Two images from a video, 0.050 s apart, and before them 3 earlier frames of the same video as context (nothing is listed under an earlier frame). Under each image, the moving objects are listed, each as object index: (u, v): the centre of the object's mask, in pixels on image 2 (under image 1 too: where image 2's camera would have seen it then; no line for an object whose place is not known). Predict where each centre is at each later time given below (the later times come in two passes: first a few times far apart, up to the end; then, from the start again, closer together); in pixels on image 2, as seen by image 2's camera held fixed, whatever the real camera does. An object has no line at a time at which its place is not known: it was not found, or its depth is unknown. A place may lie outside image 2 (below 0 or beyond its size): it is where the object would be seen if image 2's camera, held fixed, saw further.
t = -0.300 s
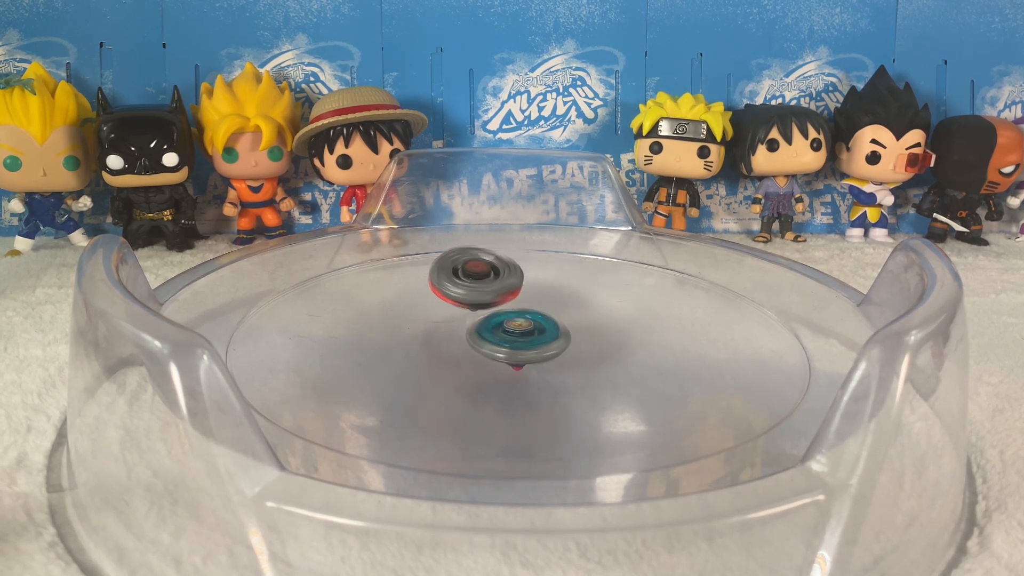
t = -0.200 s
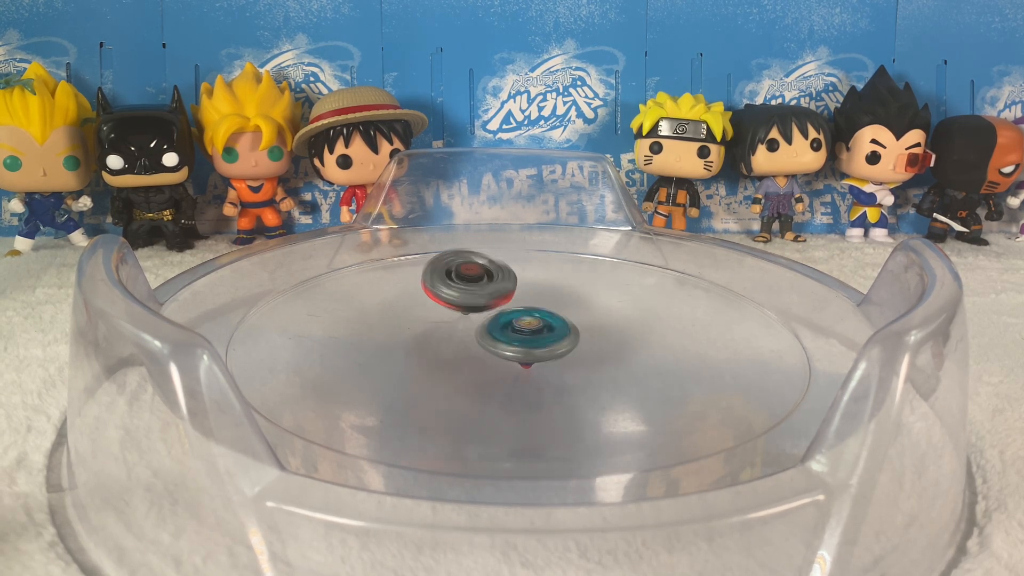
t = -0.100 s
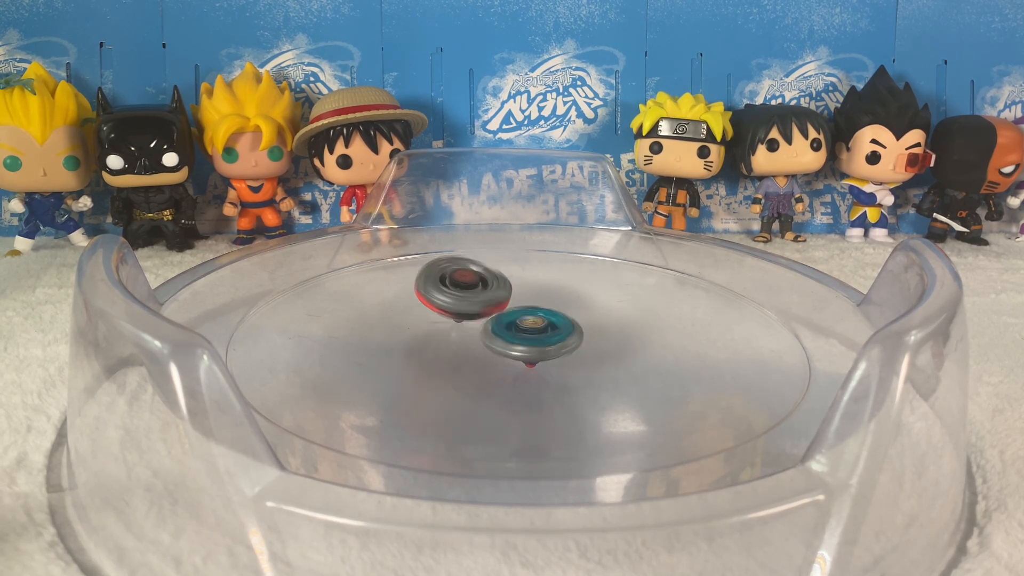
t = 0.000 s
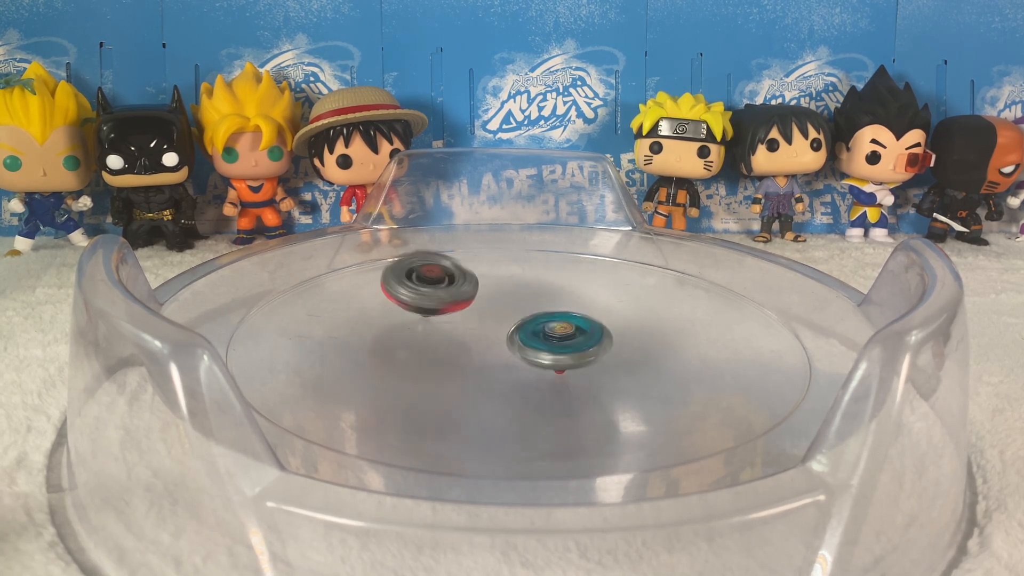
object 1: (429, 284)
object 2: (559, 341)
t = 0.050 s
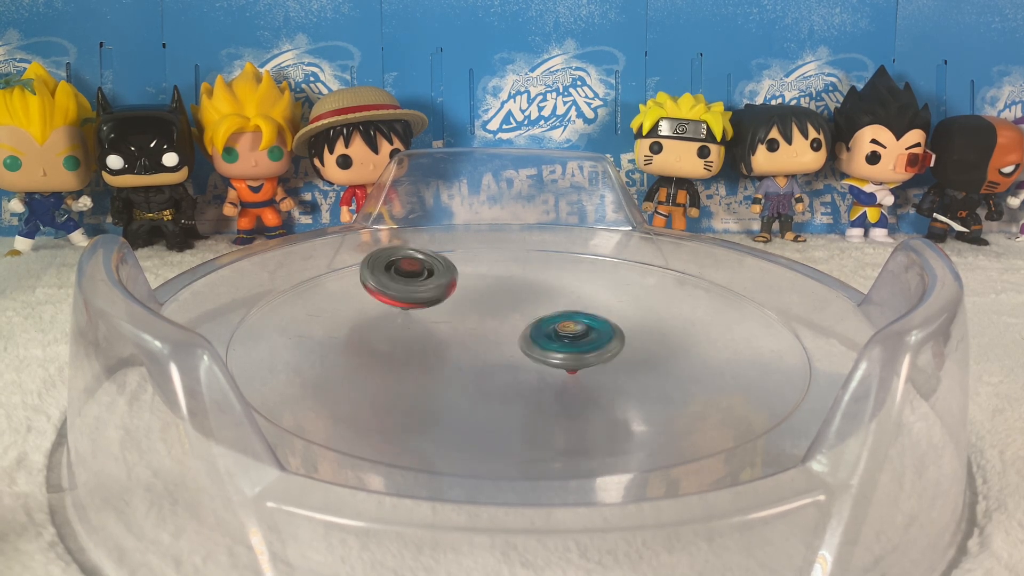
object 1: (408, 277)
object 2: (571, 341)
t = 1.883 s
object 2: (479, 348)
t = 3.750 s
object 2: (562, 348)
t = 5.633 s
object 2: (471, 330)
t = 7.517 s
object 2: (510, 340)
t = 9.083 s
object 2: (506, 337)
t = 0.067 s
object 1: (404, 276)
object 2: (576, 340)
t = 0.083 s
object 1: (402, 275)
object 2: (579, 340)
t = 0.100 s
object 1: (400, 275)
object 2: (583, 340)
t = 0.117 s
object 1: (399, 275)
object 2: (585, 339)
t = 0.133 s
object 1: (399, 275)
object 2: (589, 338)
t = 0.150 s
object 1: (398, 275)
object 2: (590, 337)
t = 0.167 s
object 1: (398, 275)
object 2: (592, 337)
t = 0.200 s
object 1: (399, 276)
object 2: (594, 335)
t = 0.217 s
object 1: (399, 277)
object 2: (595, 335)
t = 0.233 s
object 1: (400, 278)
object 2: (595, 334)
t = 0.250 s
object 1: (401, 279)
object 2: (596, 334)
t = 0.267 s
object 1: (402, 280)
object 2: (596, 333)
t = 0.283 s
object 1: (403, 282)
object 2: (596, 332)
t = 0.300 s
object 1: (405, 283)
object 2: (596, 332)
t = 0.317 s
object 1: (406, 285)
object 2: (595, 332)
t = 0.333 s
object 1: (408, 287)
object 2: (595, 332)
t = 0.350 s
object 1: (409, 289)
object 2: (594, 331)
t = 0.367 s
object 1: (411, 292)
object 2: (593, 331)
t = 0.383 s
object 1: (413, 294)
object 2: (592, 331)
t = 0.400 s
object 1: (415, 297)
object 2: (591, 331)
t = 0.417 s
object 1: (417, 300)
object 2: (590, 331)
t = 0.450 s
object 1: (421, 305)
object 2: (588, 331)
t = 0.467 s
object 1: (422, 308)
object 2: (586, 331)
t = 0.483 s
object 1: (425, 311)
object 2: (584, 331)
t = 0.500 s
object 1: (426, 313)
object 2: (583, 331)
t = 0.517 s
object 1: (428, 316)
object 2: (581, 331)
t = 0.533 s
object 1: (430, 318)
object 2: (580, 331)
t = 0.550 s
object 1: (432, 321)
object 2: (578, 331)
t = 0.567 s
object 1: (434, 324)
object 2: (576, 332)
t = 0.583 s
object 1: (435, 327)
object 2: (575, 333)
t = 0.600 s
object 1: (437, 329)
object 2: (573, 333)
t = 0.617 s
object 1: (438, 331)
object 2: (571, 334)
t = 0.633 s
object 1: (440, 334)
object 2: (569, 334)
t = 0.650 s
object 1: (441, 336)
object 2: (568, 335)
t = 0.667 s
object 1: (443, 339)
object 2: (567, 336)
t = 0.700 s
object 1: (446, 343)
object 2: (563, 337)
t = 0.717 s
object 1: (447, 345)
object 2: (561, 338)
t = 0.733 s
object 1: (448, 347)
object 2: (560, 339)
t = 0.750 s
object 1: (450, 350)
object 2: (559, 339)
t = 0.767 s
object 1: (451, 351)
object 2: (556, 340)
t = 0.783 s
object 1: (453, 353)
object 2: (555, 341)
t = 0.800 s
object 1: (453, 355)
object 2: (553, 342)
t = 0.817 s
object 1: (455, 357)
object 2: (552, 342)
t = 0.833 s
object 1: (457, 359)
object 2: (553, 343)
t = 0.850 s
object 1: (458, 361)
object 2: (550, 344)
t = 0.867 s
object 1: (459, 363)
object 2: (549, 344)
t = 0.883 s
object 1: (460, 364)
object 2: (549, 346)
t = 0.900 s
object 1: (462, 366)
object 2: (548, 346)
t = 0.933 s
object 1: (465, 370)
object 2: (549, 347)
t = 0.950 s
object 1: (466, 371)
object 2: (548, 347)
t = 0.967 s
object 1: (467, 372)
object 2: (549, 349)
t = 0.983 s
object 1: (469, 374)
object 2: (547, 348)
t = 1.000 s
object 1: (465, 376)
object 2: (548, 348)
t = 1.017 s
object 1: (466, 378)
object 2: (546, 349)
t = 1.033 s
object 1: (466, 379)
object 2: (547, 349)
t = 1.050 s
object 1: (465, 381)
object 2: (547, 350)
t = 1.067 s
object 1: (466, 382)
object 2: (545, 350)
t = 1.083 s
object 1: (466, 383)
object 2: (545, 350)
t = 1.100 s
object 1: (468, 384)
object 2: (544, 351)
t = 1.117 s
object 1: (470, 384)
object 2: (544, 350)
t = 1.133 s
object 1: (470, 385)
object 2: (543, 351)
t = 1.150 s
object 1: (473, 386)
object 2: (544, 351)
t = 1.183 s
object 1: (476, 387)
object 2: (542, 350)
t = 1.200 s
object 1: (477, 388)
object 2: (541, 351)
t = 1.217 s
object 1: (478, 388)
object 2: (541, 351)
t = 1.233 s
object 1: (483, 388)
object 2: (541, 350)
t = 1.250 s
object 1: (483, 389)
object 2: (539, 351)
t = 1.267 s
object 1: (486, 389)
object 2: (539, 349)
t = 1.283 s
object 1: (490, 388)
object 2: (539, 350)
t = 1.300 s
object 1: (490, 389)
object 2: (538, 350)
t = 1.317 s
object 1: (495, 389)
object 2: (537, 349)
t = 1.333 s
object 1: (496, 389)
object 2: (537, 349)
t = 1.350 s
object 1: (499, 389)
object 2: (535, 348)
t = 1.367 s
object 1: (503, 389)
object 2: (534, 348)
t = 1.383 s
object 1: (505, 388)
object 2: (534, 348)
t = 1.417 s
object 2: (530, 346)
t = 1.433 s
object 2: (527, 347)
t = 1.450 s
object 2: (524, 346)
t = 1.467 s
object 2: (523, 344)
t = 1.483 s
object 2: (520, 344)
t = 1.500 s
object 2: (516, 344)
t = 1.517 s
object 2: (513, 343)
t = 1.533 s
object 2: (511, 344)
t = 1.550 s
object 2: (509, 343)
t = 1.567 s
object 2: (507, 343)
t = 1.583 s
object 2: (504, 343)
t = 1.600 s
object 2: (501, 343)
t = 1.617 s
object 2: (500, 343)
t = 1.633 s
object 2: (498, 344)
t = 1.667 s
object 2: (493, 344)
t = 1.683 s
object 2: (492, 345)
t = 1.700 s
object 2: (489, 345)
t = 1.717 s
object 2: (489, 345)
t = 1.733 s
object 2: (488, 346)
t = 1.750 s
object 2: (484, 346)
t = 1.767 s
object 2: (484, 346)
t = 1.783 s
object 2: (483, 346)
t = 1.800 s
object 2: (480, 346)
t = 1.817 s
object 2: (480, 347)
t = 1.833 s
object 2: (480, 347)
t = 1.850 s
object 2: (479, 348)
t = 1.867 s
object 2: (478, 348)
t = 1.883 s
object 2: (479, 348)
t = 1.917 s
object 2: (478, 348)
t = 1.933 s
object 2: (479, 349)
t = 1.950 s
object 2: (478, 349)
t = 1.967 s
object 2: (478, 349)
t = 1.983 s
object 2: (479, 349)
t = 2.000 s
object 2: (479, 350)
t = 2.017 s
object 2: (478, 350)
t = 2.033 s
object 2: (479, 350)
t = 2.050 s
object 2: (480, 350)
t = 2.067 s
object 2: (480, 350)
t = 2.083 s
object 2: (480, 350)
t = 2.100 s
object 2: (481, 350)
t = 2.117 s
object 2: (482, 351)
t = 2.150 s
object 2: (483, 350)
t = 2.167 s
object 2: (484, 351)
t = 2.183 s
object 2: (484, 350)
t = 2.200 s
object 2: (486, 350)
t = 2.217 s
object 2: (486, 350)
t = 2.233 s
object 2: (486, 350)
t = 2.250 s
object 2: (487, 350)
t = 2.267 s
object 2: (489, 350)
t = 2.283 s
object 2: (489, 349)
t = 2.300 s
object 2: (490, 349)
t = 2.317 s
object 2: (490, 349)
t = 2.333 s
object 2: (491, 349)
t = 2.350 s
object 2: (492, 348)
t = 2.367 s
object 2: (492, 347)
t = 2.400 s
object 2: (494, 347)
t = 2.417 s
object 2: (494, 346)
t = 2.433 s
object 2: (495, 346)
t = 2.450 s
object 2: (496, 345)
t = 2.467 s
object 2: (496, 345)
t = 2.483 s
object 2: (497, 344)
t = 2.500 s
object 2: (498, 344)
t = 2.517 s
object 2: (498, 343)
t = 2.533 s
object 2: (499, 343)
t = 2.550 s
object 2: (500, 342)
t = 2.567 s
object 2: (501, 342)
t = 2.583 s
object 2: (501, 341)
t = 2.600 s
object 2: (501, 341)
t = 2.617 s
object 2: (503, 340)
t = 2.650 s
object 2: (503, 339)
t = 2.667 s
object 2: (504, 338)
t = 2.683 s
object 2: (503, 339)
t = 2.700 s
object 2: (500, 341)
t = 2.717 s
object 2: (498, 341)
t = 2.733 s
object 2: (498, 341)
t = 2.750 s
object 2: (498, 341)
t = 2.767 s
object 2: (498, 342)
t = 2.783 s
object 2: (498, 341)
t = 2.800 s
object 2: (499, 341)
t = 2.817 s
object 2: (500, 342)
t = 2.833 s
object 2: (499, 342)
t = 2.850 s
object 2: (499, 341)
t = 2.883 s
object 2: (501, 342)
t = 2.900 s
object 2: (501, 342)
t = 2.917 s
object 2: (501, 341)
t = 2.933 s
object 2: (503, 342)
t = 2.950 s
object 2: (503, 342)
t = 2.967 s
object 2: (503, 341)
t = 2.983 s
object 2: (503, 341)
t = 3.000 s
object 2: (505, 341)
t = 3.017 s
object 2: (505, 342)
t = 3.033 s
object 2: (506, 341)
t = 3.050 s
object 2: (505, 341)
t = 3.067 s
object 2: (507, 341)
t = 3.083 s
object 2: (508, 341)
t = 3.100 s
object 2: (507, 341)
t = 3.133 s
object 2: (509, 341)
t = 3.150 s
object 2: (510, 344)
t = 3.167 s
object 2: (510, 347)
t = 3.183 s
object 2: (512, 352)
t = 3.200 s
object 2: (518, 355)
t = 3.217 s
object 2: (522, 357)
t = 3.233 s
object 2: (526, 361)
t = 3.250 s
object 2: (529, 361)
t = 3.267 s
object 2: (532, 362)
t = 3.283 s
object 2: (535, 362)
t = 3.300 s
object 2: (539, 363)
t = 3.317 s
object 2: (542, 363)
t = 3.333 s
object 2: (545, 363)
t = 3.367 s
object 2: (552, 362)
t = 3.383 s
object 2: (554, 362)
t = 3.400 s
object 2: (556, 362)
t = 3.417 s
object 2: (559, 361)
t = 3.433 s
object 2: (560, 360)
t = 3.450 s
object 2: (563, 359)
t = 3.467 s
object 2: (564, 359)
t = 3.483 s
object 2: (565, 358)
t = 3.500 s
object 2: (566, 357)
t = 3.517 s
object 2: (567, 357)
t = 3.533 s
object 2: (568, 356)
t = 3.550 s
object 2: (568, 355)
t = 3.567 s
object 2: (568, 355)
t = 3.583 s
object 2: (568, 354)
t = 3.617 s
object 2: (568, 352)
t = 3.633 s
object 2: (568, 352)
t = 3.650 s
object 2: (568, 352)
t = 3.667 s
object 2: (567, 351)
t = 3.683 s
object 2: (566, 350)
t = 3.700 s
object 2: (565, 349)
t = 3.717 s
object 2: (565, 349)
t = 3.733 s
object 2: (564, 348)
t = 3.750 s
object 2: (562, 348)
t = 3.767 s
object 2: (561, 347)
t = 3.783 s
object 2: (559, 346)
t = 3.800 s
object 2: (561, 346)
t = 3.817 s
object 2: (566, 348)
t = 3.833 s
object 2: (570, 347)
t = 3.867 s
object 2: (572, 347)
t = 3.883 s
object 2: (572, 346)
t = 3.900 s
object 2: (571, 346)
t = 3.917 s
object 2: (570, 345)
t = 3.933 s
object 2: (569, 345)
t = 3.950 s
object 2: (569, 345)
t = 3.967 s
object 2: (567, 345)
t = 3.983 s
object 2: (566, 344)
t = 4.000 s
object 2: (564, 344)
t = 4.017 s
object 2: (562, 344)
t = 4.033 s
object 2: (560, 343)
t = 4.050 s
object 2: (559, 343)
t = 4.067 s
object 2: (558, 343)
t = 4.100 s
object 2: (554, 343)
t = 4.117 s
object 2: (553, 343)
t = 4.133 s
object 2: (551, 343)
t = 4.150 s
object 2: (549, 342)
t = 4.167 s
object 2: (547, 342)
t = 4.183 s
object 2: (546, 342)
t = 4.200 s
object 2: (544, 343)
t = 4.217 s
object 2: (542, 343)
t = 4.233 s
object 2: (540, 343)
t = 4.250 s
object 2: (538, 343)
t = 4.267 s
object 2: (535, 343)
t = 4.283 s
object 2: (533, 344)
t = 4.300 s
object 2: (531, 344)
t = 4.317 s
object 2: (529, 344)
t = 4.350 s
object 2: (525, 345)
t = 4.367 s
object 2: (523, 345)
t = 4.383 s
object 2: (520, 345)
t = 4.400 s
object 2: (518, 346)
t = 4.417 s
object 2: (516, 346)
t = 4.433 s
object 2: (515, 346)
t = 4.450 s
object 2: (515, 347)
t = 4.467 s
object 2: (514, 347)
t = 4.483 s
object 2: (514, 348)
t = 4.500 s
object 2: (520, 343)
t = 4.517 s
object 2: (529, 341)
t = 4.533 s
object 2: (533, 337)
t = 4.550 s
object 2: (535, 337)
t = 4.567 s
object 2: (536, 335)
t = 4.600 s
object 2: (537, 334)
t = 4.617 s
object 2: (537, 333)
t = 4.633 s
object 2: (536, 332)
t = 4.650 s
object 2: (534, 331)
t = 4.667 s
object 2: (533, 330)
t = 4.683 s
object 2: (532, 330)
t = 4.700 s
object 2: (530, 329)
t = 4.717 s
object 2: (528, 328)
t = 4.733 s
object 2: (527, 328)
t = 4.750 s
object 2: (525, 328)
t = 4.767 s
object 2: (524, 327)
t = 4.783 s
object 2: (523, 327)
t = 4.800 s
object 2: (521, 326)
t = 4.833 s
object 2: (518, 326)
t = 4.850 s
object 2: (516, 326)
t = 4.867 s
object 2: (514, 325)
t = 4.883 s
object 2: (513, 325)
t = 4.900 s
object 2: (512, 325)
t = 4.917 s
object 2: (510, 325)
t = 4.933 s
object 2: (509, 325)
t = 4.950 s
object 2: (508, 325)
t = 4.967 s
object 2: (506, 325)
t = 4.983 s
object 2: (505, 326)
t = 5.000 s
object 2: (504, 326)
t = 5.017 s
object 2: (503, 327)
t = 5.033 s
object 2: (502, 327)
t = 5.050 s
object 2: (501, 328)
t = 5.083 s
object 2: (499, 328)
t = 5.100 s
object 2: (499, 328)
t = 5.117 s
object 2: (499, 328)
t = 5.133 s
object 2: (498, 329)
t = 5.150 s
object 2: (498, 329)
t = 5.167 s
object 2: (497, 330)
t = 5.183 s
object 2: (496, 330)
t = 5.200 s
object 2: (497, 331)
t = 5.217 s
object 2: (495, 329)
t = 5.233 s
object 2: (492, 327)
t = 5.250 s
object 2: (489, 324)
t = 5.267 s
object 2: (486, 322)
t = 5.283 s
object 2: (483, 320)
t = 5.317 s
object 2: (479, 319)
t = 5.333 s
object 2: (476, 319)
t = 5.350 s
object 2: (475, 319)
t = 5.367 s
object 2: (473, 319)
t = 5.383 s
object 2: (472, 320)
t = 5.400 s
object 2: (471, 320)
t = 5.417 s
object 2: (470, 320)
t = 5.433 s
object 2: (469, 321)
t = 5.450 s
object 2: (468, 321)
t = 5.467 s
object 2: (467, 322)
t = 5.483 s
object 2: (467, 322)
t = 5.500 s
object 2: (467, 323)
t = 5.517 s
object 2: (467, 324)
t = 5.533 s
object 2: (467, 325)
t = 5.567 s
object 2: (468, 326)
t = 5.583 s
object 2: (468, 327)
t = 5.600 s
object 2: (469, 328)
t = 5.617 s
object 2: (470, 329)
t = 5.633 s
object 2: (471, 330)
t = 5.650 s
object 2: (472, 331)
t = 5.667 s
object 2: (474, 331)
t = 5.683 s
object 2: (475, 332)
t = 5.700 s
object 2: (477, 333)
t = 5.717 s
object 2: (479, 334)
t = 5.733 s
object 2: (480, 335)
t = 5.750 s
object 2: (483, 336)
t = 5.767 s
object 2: (485, 336)
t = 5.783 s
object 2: (487, 337)
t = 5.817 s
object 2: (493, 338)
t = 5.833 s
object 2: (496, 339)
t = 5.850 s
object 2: (499, 339)
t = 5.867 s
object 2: (502, 339)
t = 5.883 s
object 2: (505, 340)
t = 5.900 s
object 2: (509, 340)
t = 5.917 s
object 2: (512, 340)
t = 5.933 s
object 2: (514, 340)
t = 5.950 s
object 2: (518, 340)
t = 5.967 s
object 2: (520, 340)
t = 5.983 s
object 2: (523, 340)
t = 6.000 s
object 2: (517, 340)
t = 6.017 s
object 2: (507, 341)
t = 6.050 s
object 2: (494, 344)
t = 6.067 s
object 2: (488, 345)
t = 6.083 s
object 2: (487, 346)
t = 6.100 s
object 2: (487, 346)
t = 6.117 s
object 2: (487, 347)
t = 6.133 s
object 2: (487, 348)
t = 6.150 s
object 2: (488, 349)
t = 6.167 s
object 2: (489, 349)
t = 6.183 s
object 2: (490, 350)
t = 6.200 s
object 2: (492, 351)
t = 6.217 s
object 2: (493, 352)
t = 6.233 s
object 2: (495, 352)
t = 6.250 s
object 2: (496, 352)
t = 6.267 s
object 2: (497, 353)
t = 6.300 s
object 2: (500, 354)
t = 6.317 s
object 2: (502, 354)
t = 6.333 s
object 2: (504, 354)
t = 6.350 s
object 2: (505, 355)
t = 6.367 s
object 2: (508, 355)
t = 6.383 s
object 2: (510, 355)
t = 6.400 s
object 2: (512, 356)
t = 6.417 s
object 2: (514, 356)
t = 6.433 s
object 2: (516, 356)
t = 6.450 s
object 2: (518, 356)
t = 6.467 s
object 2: (521, 356)
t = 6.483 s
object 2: (523, 356)
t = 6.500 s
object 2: (524, 356)
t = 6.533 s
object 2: (527, 355)
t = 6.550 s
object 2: (528, 354)
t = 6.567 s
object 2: (530, 354)
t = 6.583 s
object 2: (530, 354)
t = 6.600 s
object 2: (531, 354)
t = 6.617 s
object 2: (533, 353)
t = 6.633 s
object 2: (534, 353)
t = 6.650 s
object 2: (535, 353)
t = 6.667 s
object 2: (536, 352)
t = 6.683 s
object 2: (537, 352)
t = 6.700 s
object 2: (538, 351)
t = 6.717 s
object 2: (538, 350)
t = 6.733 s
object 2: (538, 350)
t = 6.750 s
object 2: (539, 349)
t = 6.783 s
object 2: (539, 348)
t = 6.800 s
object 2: (539, 348)
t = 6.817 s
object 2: (539, 348)
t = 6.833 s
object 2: (539, 347)
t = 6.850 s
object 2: (539, 347)
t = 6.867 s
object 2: (539, 346)
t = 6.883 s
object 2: (539, 346)
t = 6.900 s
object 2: (538, 345)
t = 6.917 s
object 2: (537, 345)
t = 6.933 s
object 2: (537, 344)
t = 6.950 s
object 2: (536, 344)
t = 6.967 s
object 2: (536, 344)
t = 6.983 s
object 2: (535, 343)
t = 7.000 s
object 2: (534, 343)
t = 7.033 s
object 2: (533, 343)
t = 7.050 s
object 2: (532, 342)
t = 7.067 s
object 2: (531, 342)
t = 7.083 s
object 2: (529, 342)
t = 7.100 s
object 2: (528, 341)
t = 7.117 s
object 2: (528, 341)
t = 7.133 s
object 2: (526, 341)
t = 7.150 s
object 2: (526, 341)
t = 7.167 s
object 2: (525, 341)
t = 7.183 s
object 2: (524, 341)
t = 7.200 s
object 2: (523, 341)
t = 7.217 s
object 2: (522, 340)
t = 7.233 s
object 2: (520, 340)
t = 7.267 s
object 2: (518, 340)
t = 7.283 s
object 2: (517, 340)
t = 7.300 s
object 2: (517, 340)
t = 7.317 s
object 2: (516, 340)
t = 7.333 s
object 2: (516, 340)
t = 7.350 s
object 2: (515, 340)
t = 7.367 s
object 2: (514, 340)
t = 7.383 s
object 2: (514, 340)
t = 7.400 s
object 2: (513, 340)
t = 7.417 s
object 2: (512, 340)
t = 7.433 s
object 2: (512, 340)
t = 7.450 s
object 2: (511, 340)
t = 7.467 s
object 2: (511, 340)
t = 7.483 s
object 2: (511, 340)
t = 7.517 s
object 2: (510, 340)
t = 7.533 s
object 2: (509, 340)
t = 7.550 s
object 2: (508, 341)
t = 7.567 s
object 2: (508, 341)
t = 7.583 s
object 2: (508, 341)
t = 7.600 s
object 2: (508, 341)
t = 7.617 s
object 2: (507, 341)
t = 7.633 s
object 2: (507, 341)
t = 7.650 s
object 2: (506, 341)
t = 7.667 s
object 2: (506, 341)
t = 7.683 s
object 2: (506, 341)
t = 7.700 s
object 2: (506, 341)
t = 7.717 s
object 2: (506, 341)
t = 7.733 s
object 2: (507, 341)
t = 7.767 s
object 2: (506, 341)
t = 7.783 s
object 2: (506, 341)
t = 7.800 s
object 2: (506, 340)
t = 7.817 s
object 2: (507, 340)
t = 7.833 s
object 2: (507, 340)
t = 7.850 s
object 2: (508, 340)
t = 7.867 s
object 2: (508, 339)
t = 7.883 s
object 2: (507, 339)
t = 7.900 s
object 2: (506, 340)
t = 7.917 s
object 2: (507, 340)
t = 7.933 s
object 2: (506, 340)
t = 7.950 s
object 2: (507, 340)
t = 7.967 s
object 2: (507, 340)
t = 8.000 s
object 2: (508, 340)
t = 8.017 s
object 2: (506, 339)
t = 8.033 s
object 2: (507, 340)
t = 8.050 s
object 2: (507, 340)
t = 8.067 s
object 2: (507, 341)
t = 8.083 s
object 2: (507, 341)
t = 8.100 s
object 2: (507, 341)
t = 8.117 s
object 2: (507, 342)
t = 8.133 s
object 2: (506, 342)
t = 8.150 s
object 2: (506, 343)
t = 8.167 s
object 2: (505, 343)
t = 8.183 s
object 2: (505, 343)
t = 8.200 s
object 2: (505, 343)
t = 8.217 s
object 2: (505, 343)
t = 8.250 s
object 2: (504, 343)
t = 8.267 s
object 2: (505, 343)
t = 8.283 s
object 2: (505, 342)
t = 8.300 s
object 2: (505, 342)
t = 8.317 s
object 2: (505, 342)
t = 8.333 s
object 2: (505, 341)
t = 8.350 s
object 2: (505, 341)
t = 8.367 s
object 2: (505, 341)
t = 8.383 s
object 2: (506, 341)
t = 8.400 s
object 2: (506, 340)
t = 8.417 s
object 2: (506, 340)
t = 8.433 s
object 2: (506, 340)
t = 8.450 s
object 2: (506, 340)
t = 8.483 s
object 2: (507, 339)
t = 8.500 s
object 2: (507, 339)
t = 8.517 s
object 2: (507, 338)
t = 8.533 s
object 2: (507, 338)
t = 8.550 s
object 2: (508, 338)
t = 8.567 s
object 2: (508, 338)
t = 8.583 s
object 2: (509, 338)
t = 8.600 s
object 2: (509, 337)
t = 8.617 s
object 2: (509, 337)
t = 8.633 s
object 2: (509, 336)
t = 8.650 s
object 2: (510, 336)
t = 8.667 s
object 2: (510, 336)
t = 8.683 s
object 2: (511, 336)
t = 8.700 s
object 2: (510, 335)
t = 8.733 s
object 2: (510, 335)
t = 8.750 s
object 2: (510, 335)
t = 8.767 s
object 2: (511, 335)
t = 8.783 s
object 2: (510, 334)
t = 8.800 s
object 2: (510, 334)
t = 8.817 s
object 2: (510, 334)
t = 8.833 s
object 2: (509, 334)
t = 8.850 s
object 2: (510, 334)
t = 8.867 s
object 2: (509, 334)
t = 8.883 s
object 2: (509, 333)
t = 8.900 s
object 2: (509, 333)
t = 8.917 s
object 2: (508, 333)
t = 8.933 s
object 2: (509, 334)
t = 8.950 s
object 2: (509, 333)
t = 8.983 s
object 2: (505, 334)
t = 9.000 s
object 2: (505, 335)
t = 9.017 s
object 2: (505, 336)
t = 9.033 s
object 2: (506, 336)
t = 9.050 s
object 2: (506, 337)
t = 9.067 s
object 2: (506, 337)
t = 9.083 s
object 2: (506, 337)
